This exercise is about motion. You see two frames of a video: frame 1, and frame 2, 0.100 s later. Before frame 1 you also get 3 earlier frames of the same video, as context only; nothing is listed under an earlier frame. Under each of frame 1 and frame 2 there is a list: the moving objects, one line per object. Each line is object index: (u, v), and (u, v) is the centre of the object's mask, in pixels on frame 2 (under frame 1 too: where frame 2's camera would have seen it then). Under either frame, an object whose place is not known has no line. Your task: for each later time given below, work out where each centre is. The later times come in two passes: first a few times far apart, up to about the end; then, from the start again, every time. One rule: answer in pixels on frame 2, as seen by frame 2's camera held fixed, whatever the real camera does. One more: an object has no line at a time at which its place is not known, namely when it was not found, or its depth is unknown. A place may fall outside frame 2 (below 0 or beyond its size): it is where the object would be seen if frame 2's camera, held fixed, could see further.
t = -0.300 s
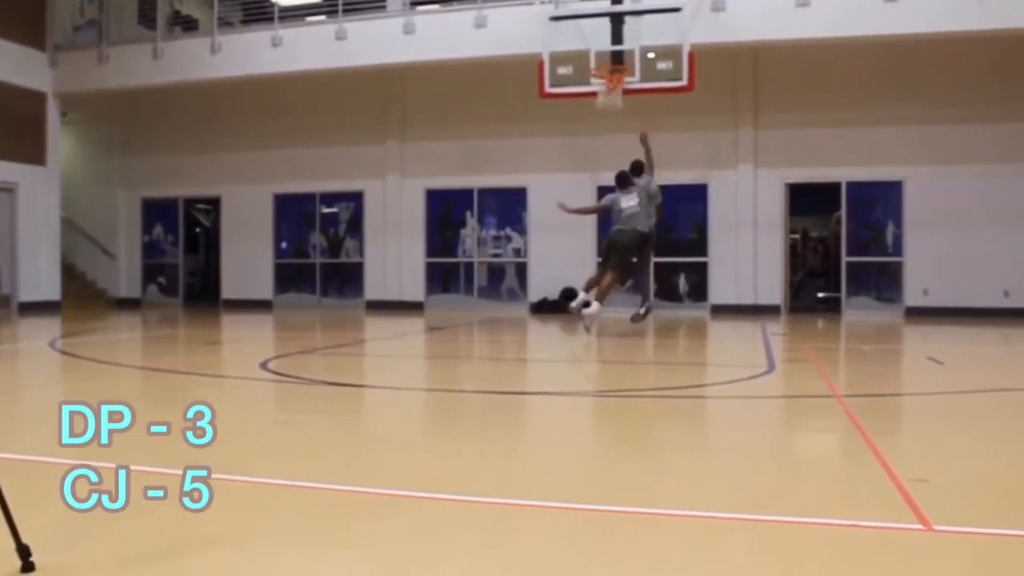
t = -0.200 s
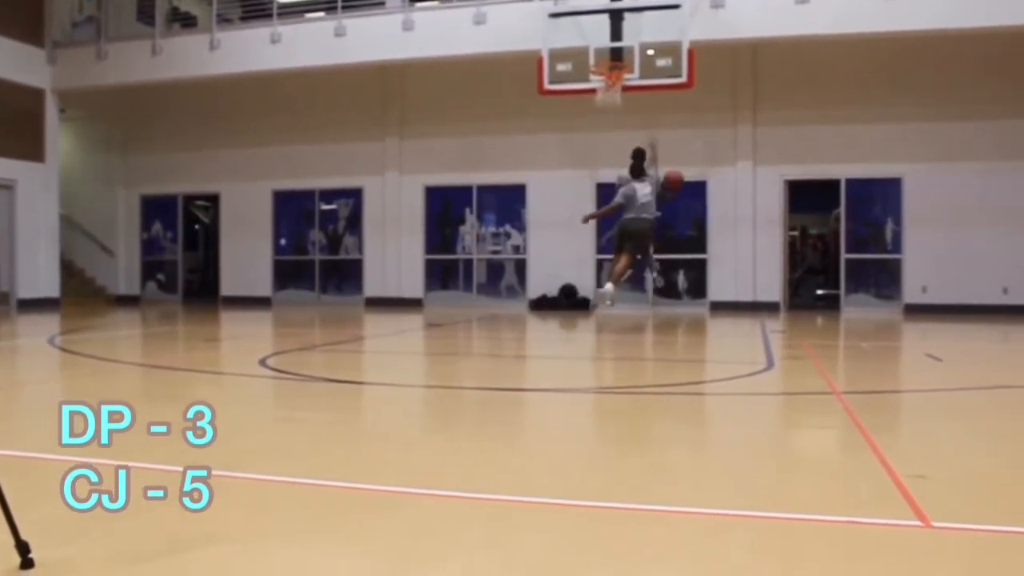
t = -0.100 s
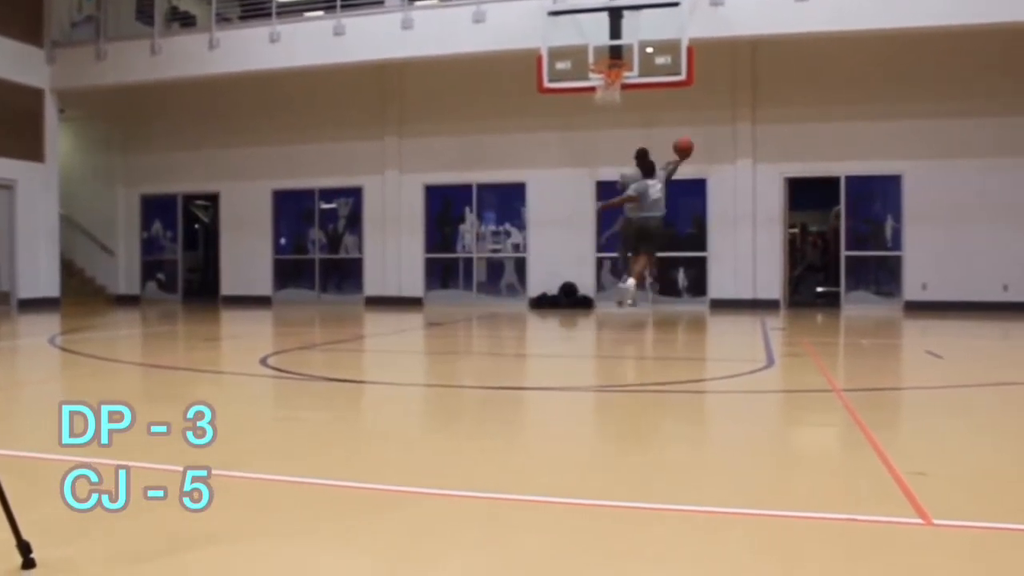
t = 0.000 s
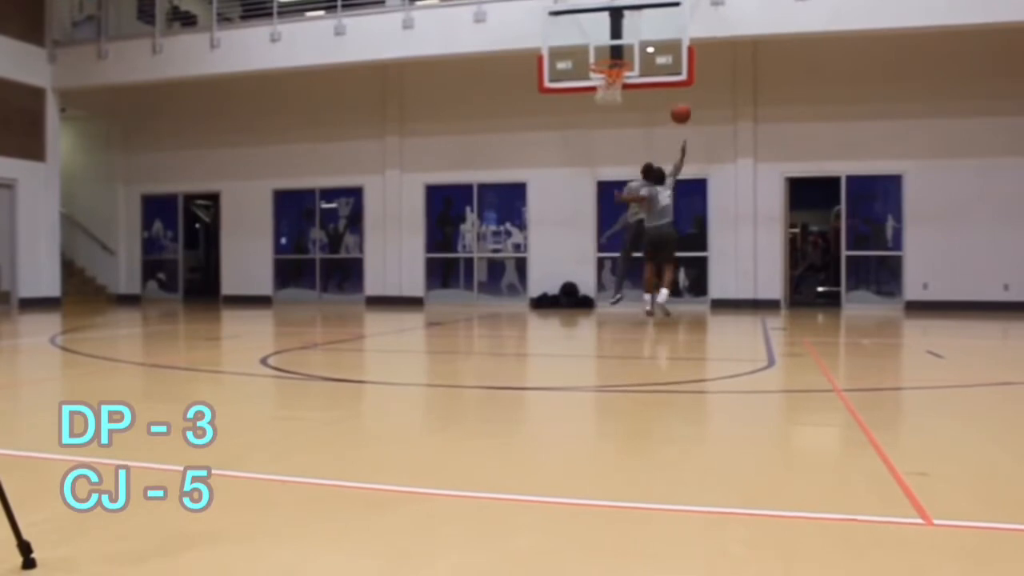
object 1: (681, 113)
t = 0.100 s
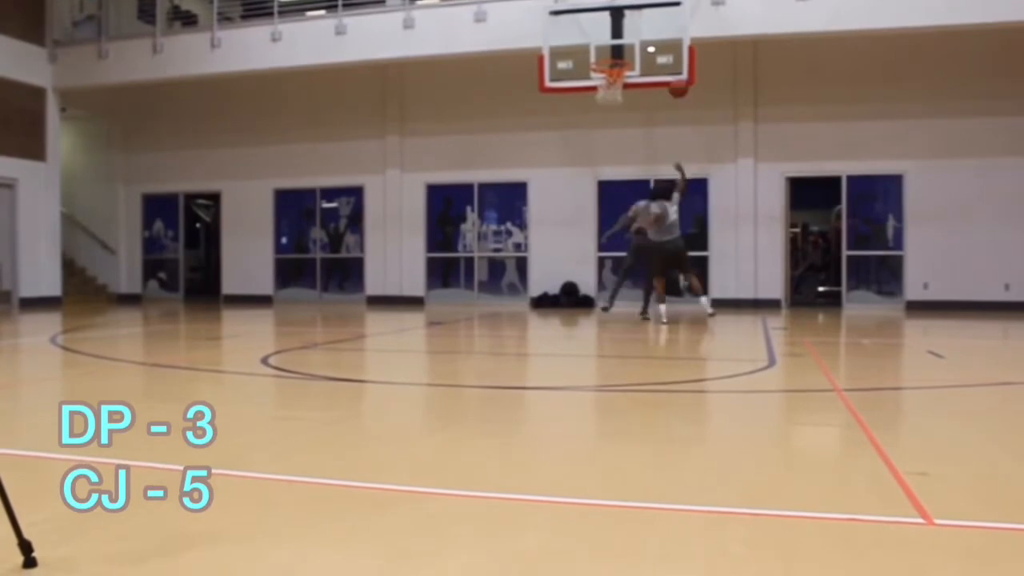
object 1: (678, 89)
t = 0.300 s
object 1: (669, 83)
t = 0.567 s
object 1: (655, 132)
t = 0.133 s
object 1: (678, 83)
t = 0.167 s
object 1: (676, 81)
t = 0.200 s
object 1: (674, 80)
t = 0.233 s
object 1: (672, 81)
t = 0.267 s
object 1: (671, 81)
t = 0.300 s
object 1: (669, 83)
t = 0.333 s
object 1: (667, 86)
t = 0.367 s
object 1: (666, 90)
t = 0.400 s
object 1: (664, 93)
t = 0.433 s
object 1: (662, 100)
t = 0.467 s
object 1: (660, 105)
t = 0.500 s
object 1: (659, 114)
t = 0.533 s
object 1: (657, 121)
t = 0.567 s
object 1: (655, 132)
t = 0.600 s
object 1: (654, 142)
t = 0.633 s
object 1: (652, 153)
